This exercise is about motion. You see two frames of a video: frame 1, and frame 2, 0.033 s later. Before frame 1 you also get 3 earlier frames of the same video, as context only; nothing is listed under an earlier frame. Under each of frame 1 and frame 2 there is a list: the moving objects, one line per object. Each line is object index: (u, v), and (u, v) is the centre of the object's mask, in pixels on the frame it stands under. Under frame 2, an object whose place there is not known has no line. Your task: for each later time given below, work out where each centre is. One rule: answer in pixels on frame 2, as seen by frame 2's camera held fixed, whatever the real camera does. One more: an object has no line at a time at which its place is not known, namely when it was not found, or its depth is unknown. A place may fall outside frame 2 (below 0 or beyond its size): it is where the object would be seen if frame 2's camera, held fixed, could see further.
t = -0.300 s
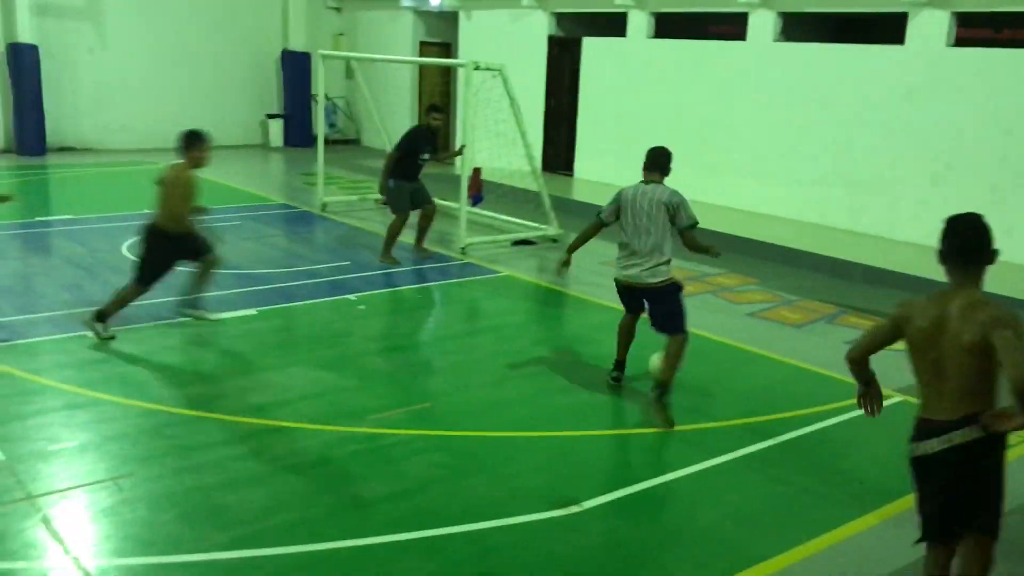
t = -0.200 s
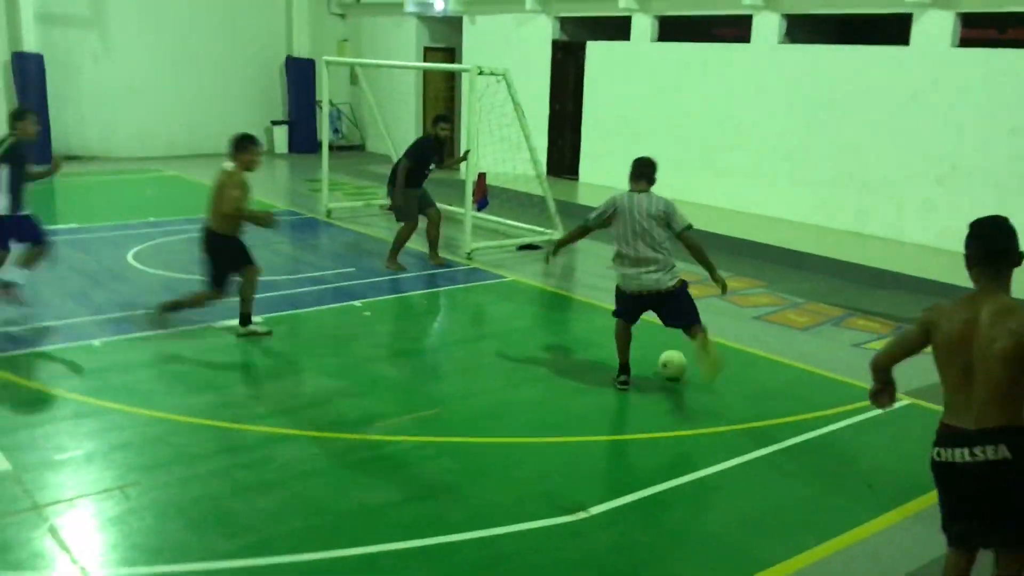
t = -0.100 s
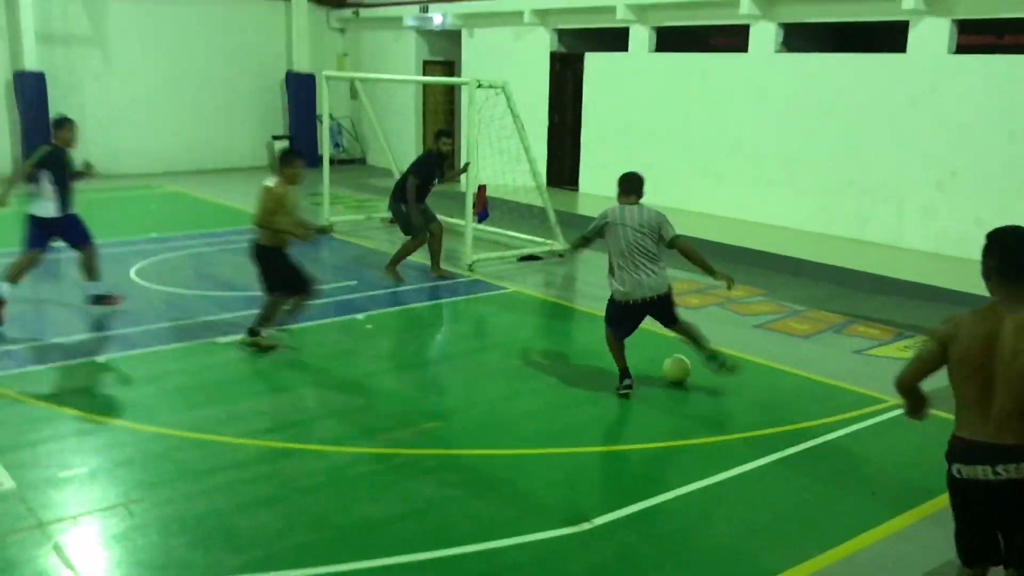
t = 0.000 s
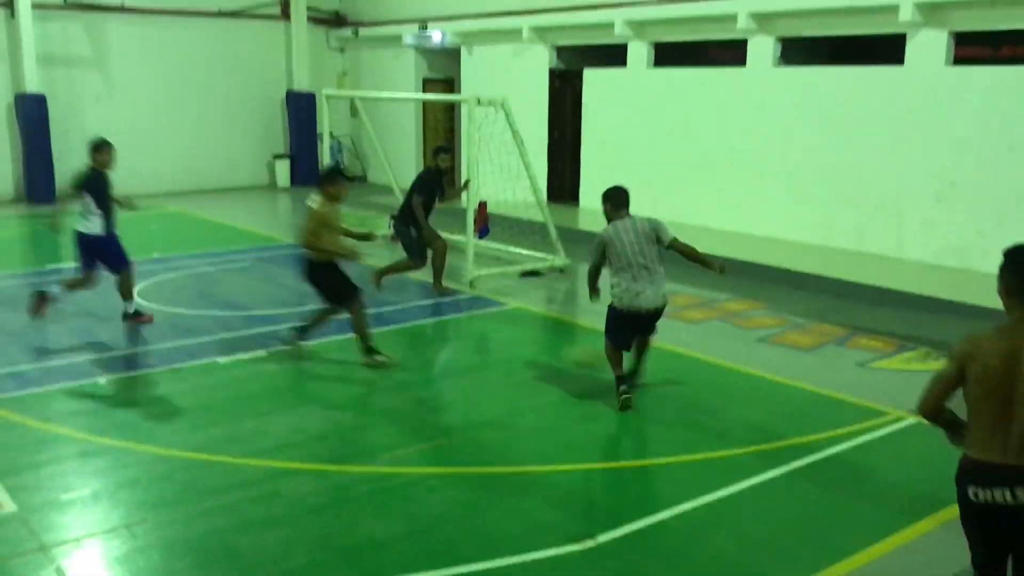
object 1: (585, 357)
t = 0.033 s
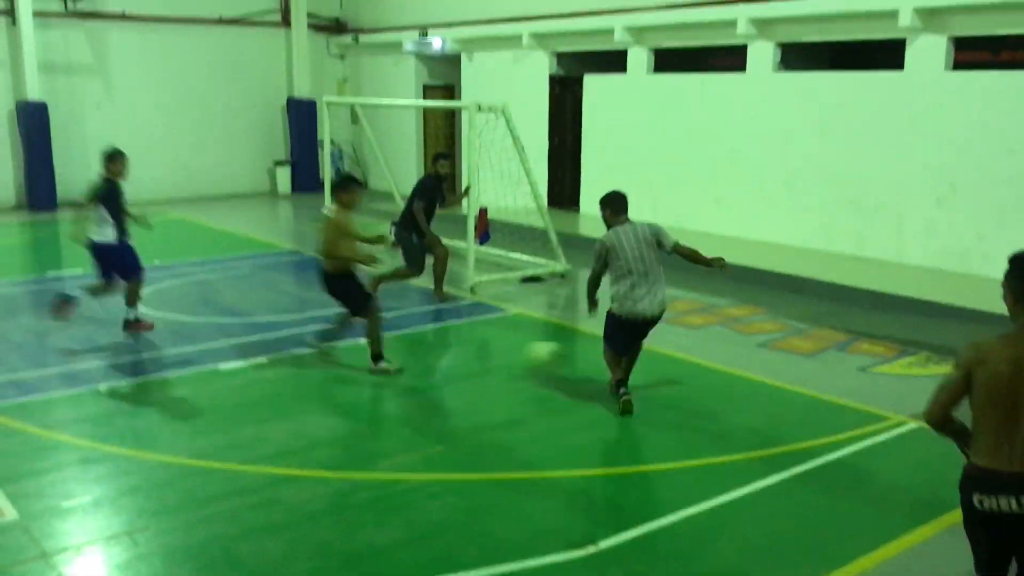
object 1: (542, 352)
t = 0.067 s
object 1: (508, 345)
